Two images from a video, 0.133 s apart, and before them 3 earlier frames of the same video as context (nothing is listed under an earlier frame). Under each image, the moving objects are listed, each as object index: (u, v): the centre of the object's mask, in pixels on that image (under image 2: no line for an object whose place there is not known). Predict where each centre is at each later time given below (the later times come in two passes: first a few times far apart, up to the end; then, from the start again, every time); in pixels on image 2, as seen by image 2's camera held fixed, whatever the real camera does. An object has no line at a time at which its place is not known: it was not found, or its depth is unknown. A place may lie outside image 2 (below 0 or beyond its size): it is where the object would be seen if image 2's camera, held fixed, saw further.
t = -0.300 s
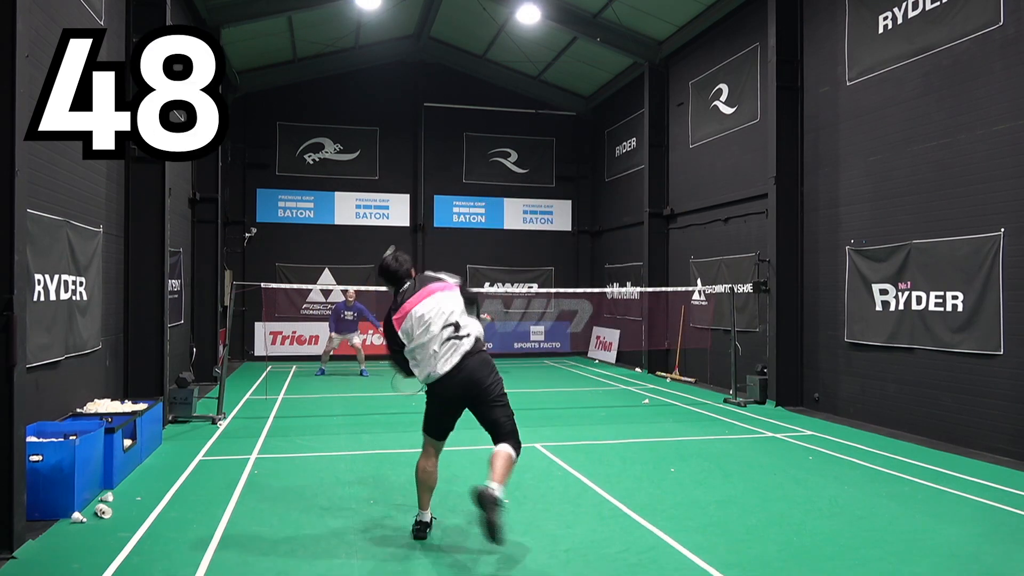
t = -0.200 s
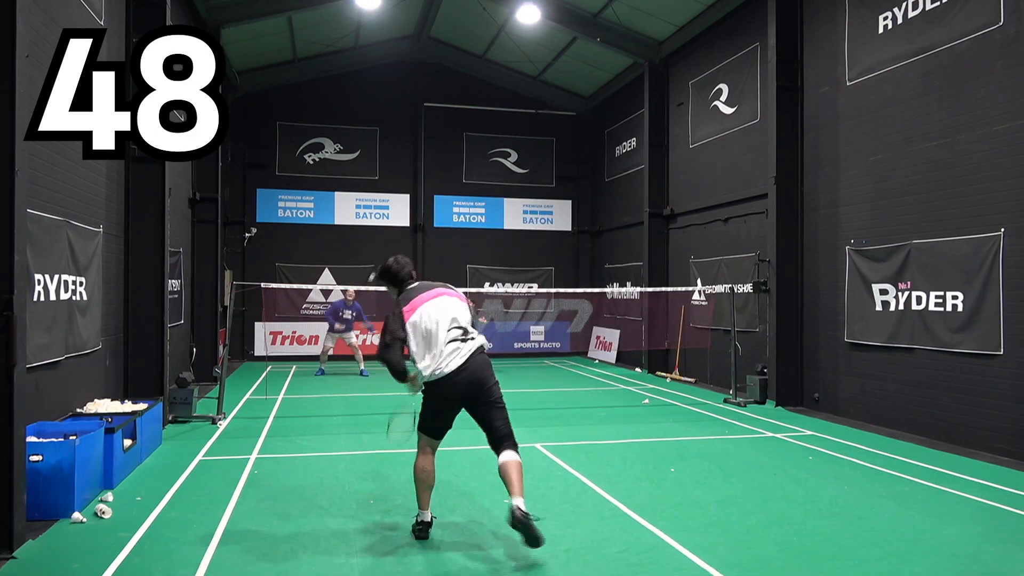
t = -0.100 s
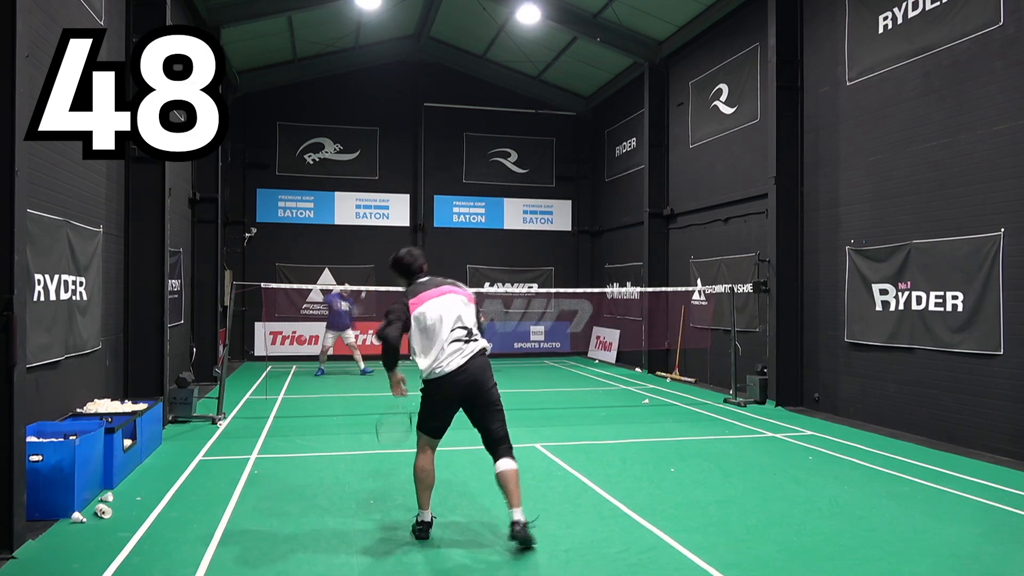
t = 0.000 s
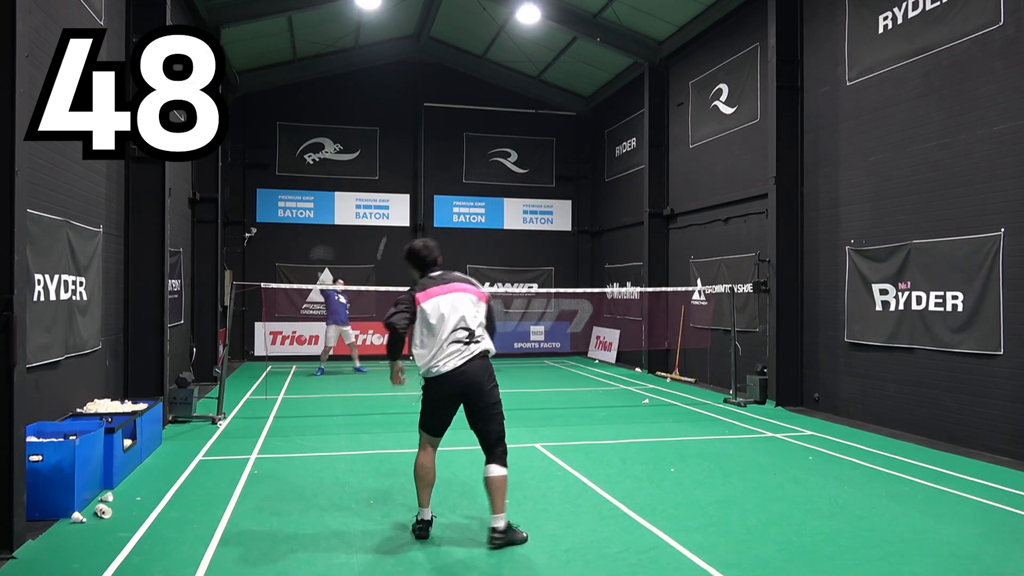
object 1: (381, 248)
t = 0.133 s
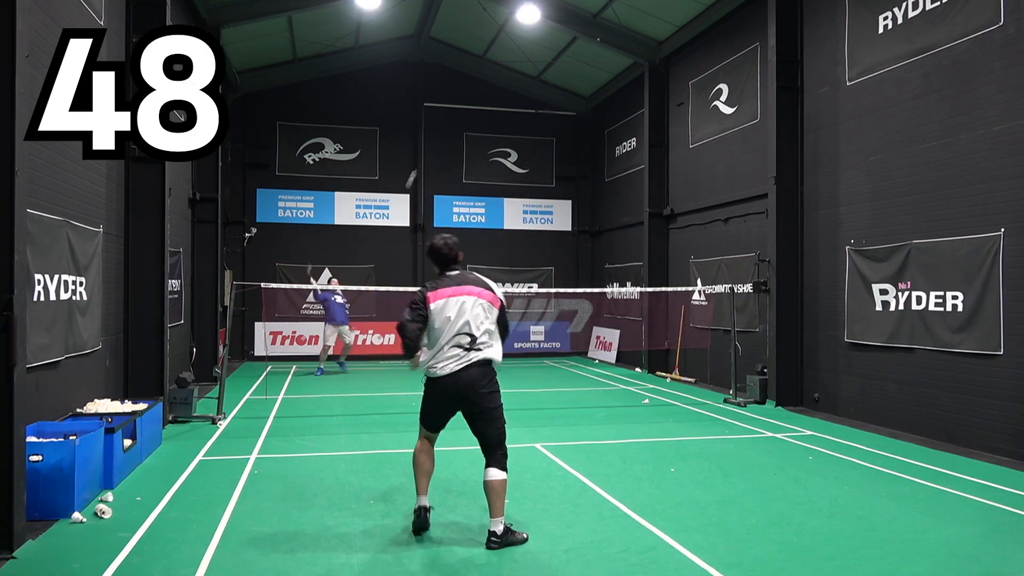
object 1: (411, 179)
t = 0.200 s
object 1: (425, 152)
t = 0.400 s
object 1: (464, 97)
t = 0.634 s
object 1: (507, 82)
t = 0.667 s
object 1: (514, 85)
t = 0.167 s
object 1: (418, 165)
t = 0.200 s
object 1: (425, 152)
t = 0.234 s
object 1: (432, 140)
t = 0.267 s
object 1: (438, 130)
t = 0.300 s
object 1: (445, 120)
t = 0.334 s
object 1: (450, 112)
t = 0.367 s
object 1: (457, 104)
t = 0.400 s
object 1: (464, 97)
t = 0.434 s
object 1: (469, 91)
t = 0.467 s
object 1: (476, 87)
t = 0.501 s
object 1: (482, 84)
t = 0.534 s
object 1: (488, 82)
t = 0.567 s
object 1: (495, 81)
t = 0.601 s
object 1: (501, 81)
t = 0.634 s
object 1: (507, 82)
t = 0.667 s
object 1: (514, 85)
